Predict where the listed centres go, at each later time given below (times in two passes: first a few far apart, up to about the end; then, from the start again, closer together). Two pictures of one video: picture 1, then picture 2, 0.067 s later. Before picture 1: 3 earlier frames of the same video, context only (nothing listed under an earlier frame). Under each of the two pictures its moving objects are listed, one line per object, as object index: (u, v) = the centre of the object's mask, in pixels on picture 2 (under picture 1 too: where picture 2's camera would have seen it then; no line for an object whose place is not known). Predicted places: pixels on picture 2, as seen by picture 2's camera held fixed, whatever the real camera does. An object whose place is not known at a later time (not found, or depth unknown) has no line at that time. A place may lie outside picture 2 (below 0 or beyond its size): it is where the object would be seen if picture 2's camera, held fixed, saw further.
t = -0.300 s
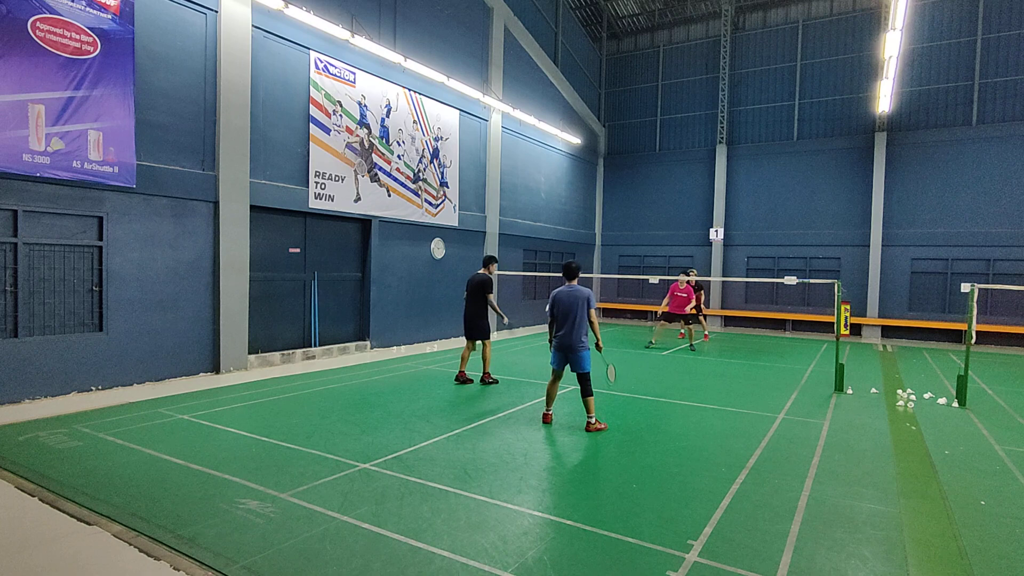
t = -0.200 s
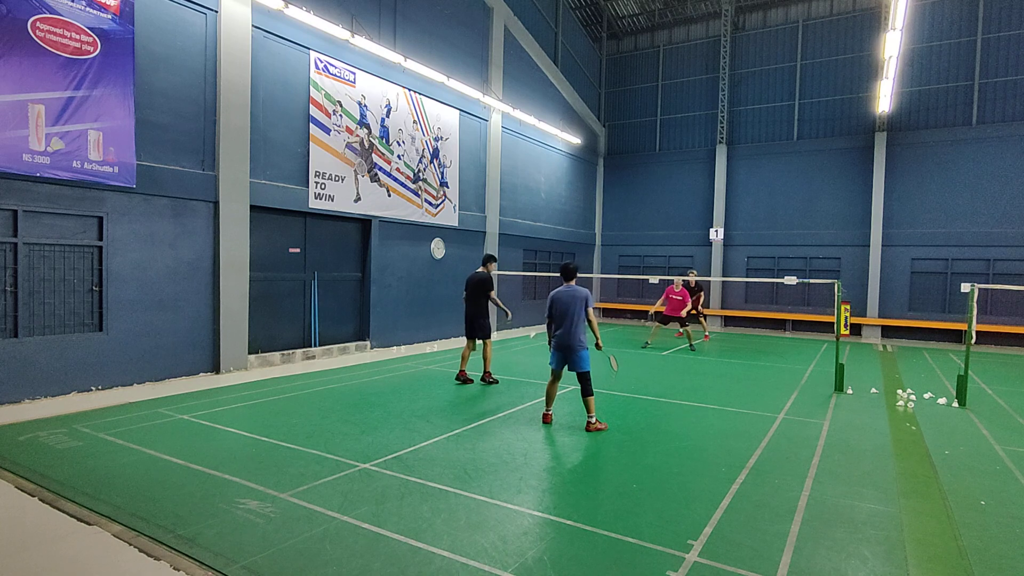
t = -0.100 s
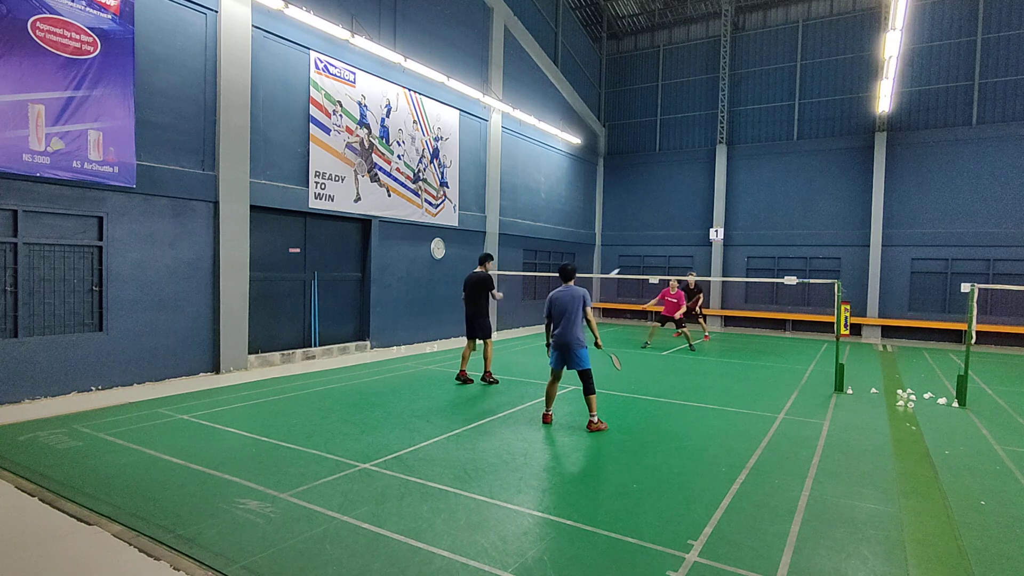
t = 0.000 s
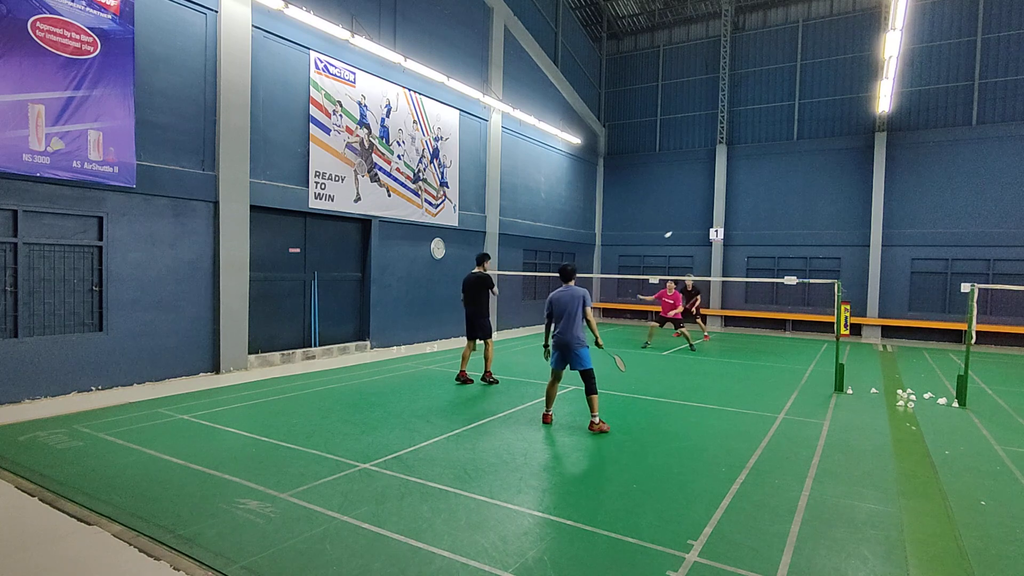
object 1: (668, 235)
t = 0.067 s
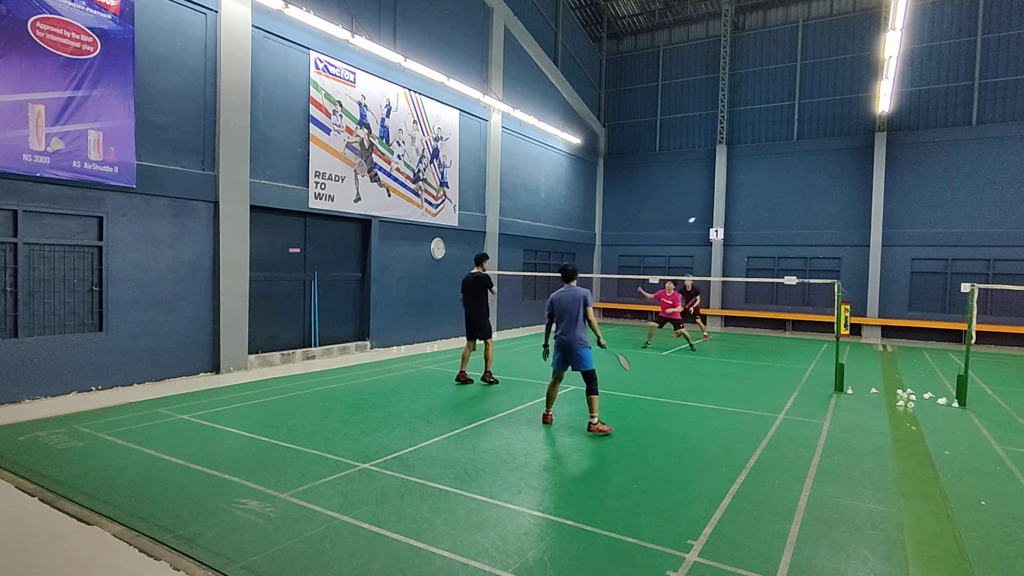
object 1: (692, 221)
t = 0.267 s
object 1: (737, 202)
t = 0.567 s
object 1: (776, 214)
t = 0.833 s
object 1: (797, 249)
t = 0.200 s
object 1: (725, 205)
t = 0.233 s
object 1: (731, 203)
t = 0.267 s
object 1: (737, 202)
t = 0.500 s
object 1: (769, 209)
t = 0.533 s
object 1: (772, 212)
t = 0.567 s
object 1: (776, 214)
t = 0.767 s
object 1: (792, 239)
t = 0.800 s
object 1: (795, 244)
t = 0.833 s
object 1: (797, 249)
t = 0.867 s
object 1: (799, 255)
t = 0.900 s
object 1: (801, 260)
